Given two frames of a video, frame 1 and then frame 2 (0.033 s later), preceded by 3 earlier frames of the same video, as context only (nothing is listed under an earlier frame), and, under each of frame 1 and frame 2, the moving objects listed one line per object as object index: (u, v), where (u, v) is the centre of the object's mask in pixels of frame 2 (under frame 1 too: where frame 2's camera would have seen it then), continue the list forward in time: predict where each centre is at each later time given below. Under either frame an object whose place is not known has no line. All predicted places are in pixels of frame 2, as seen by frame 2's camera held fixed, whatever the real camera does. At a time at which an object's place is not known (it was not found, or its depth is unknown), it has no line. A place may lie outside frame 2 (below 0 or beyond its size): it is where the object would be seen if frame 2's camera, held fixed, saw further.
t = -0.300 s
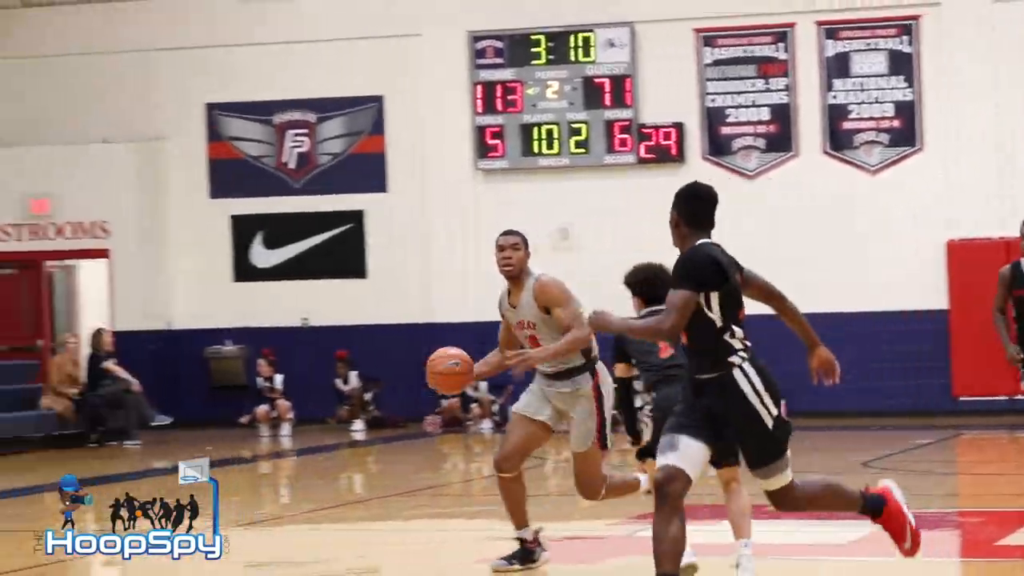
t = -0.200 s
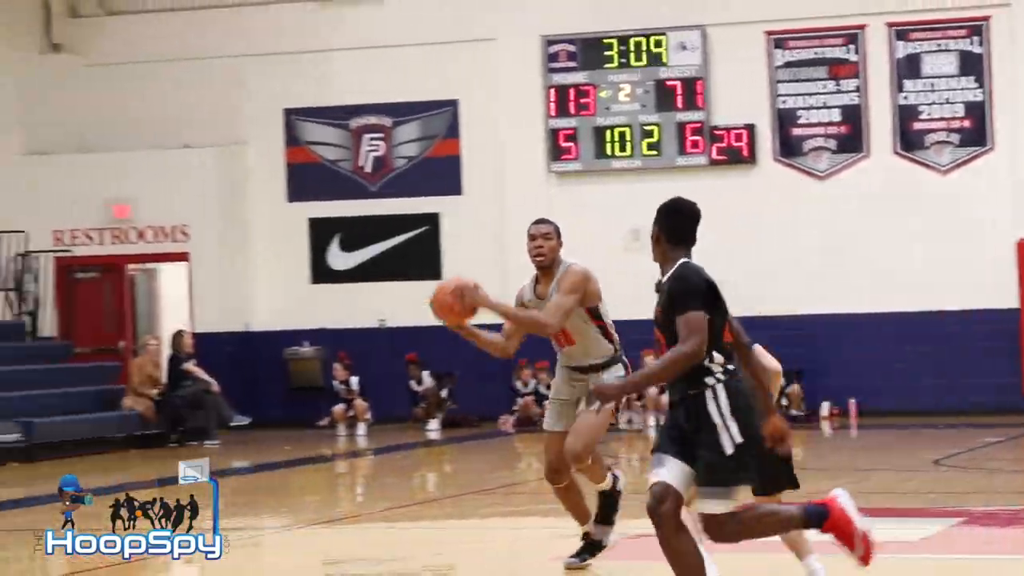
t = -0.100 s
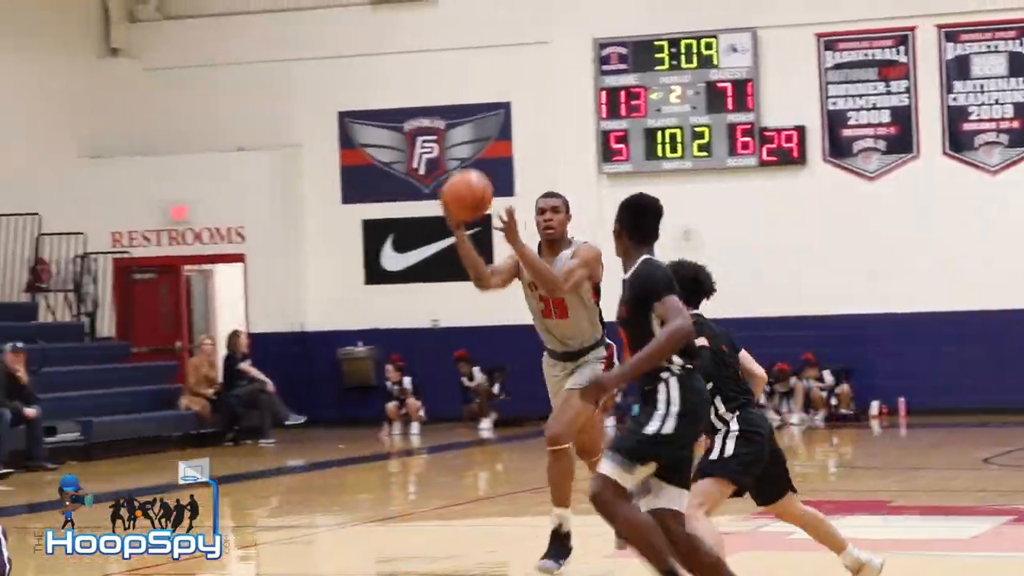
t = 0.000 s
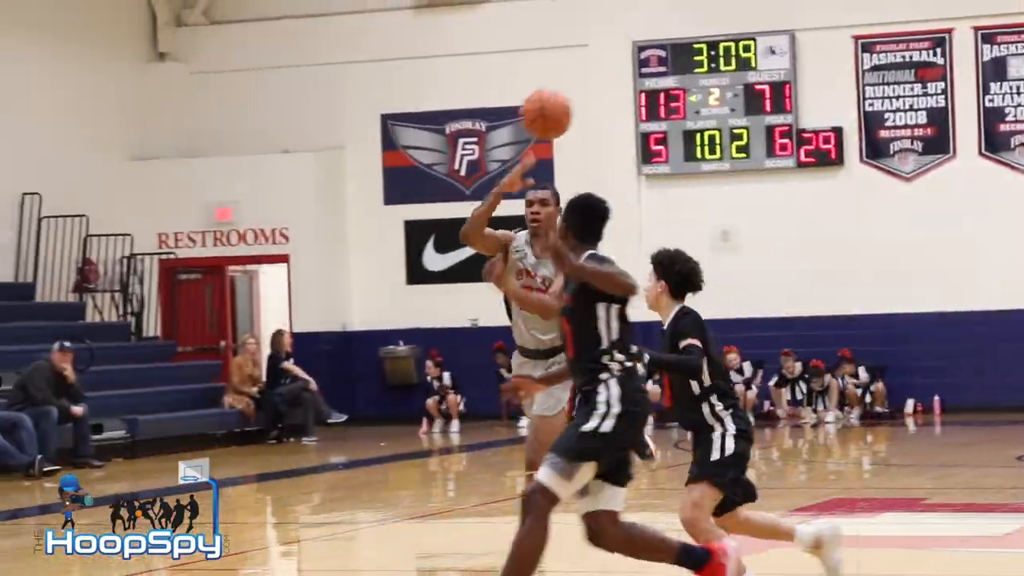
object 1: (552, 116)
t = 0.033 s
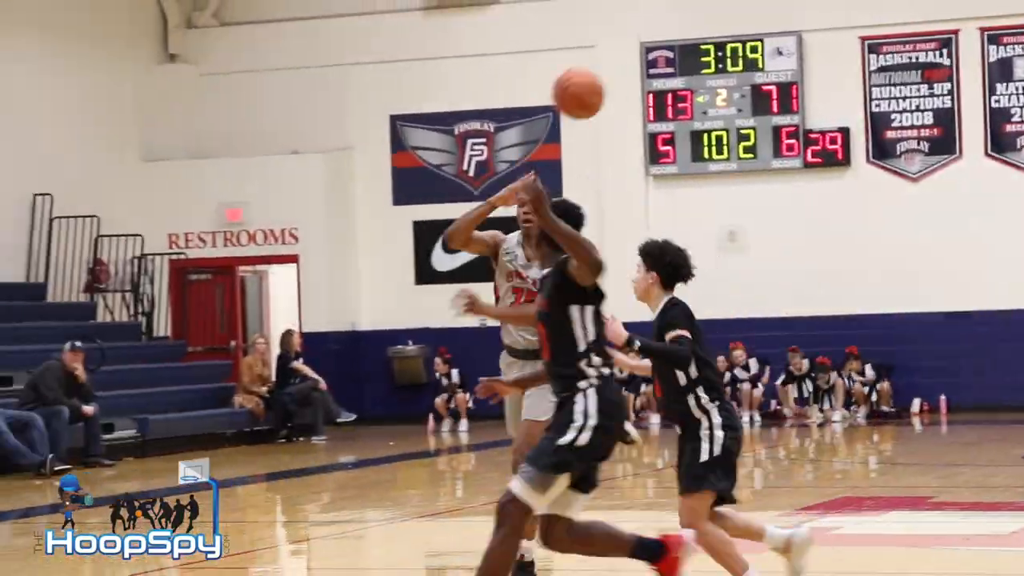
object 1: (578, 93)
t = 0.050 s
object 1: (592, 83)
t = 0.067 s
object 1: (606, 71)
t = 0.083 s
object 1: (621, 60)
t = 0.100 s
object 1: (634, 51)
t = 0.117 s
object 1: (649, 44)
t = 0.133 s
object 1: (662, 36)
